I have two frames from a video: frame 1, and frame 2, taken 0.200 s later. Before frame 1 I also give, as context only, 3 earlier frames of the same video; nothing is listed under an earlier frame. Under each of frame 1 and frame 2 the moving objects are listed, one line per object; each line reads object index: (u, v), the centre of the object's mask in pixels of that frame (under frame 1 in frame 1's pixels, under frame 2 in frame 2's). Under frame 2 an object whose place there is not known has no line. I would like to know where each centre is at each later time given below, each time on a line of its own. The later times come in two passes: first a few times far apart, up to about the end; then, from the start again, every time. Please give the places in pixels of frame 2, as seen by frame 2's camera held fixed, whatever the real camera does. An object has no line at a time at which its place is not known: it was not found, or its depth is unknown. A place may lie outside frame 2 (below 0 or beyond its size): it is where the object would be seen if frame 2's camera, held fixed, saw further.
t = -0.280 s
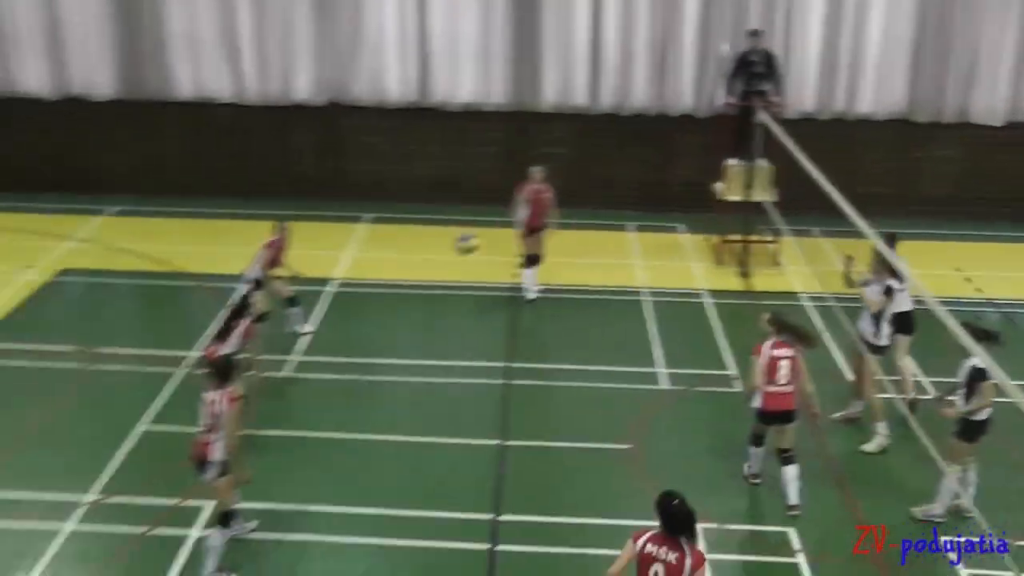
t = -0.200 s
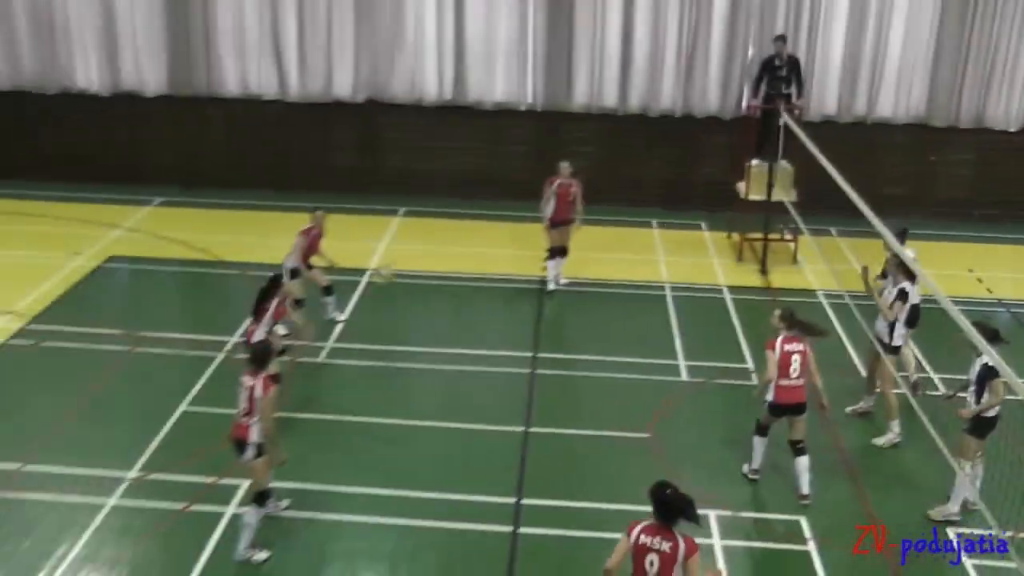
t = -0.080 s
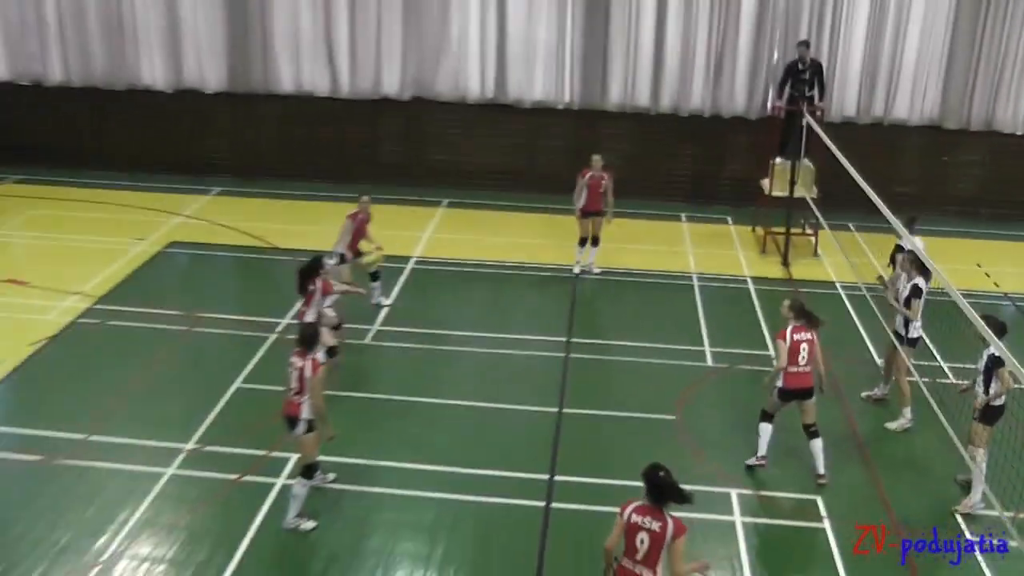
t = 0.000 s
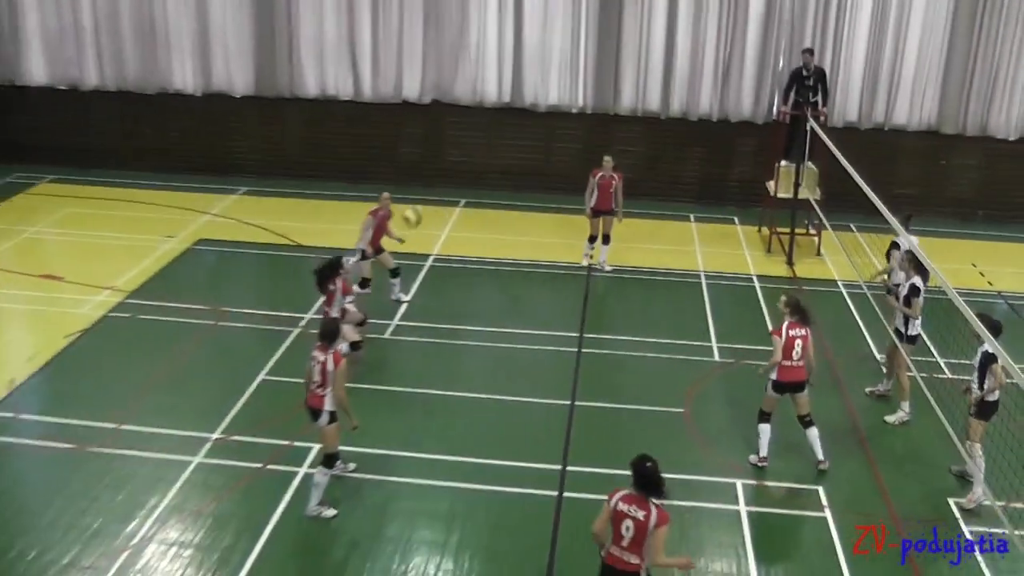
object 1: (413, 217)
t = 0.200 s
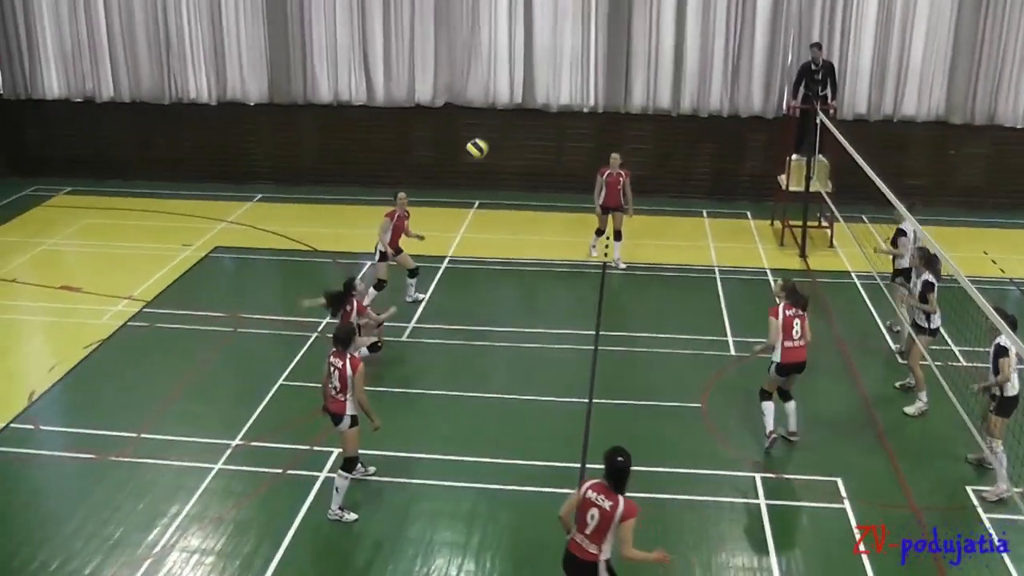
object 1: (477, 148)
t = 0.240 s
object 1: (488, 138)
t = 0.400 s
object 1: (529, 112)
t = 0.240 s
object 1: (488, 138)
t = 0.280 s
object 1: (498, 129)
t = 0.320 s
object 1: (508, 122)
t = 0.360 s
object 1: (519, 115)
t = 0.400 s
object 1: (529, 112)
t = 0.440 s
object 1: (539, 108)
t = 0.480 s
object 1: (550, 107)
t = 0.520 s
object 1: (560, 107)
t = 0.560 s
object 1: (572, 109)
